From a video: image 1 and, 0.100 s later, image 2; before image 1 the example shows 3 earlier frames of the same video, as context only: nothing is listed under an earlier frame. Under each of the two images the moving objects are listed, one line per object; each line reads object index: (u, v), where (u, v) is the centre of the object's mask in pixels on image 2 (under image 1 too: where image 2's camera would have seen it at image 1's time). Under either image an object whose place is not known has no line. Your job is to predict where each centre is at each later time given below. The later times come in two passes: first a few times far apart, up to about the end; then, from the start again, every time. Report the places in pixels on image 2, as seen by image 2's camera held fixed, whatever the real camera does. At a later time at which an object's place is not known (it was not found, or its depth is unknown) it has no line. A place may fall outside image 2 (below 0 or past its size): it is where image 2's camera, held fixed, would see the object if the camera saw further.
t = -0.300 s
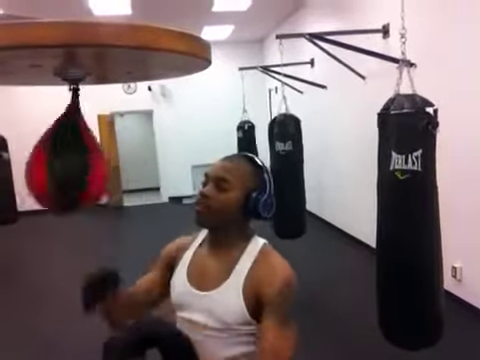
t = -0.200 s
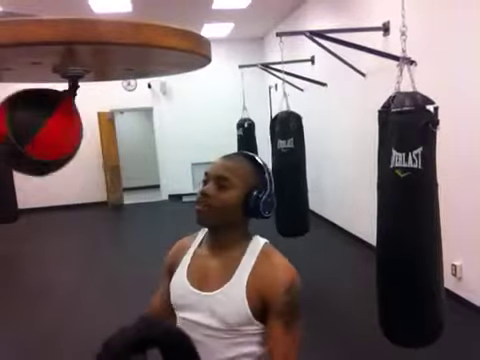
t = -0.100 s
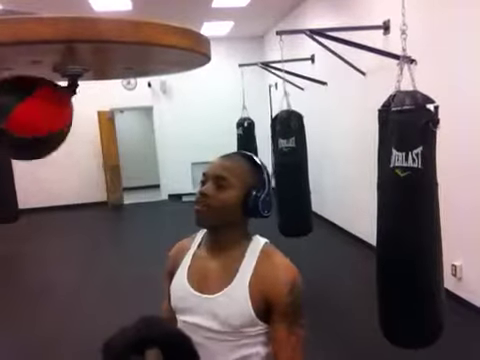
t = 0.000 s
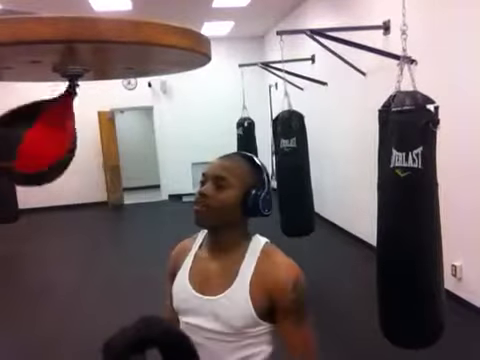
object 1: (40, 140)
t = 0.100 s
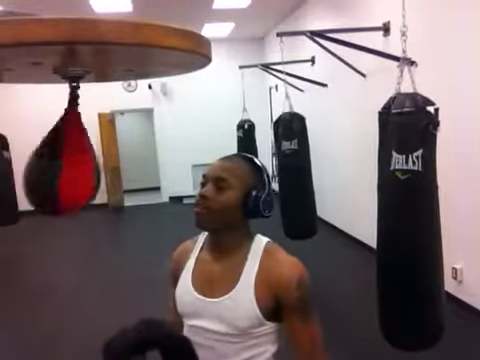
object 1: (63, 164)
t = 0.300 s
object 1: (109, 130)
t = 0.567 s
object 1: (106, 147)
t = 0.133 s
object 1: (74, 166)
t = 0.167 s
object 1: (85, 162)
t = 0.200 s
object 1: (94, 156)
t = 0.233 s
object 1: (101, 148)
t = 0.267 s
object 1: (106, 138)
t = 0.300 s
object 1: (109, 130)
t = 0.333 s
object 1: (112, 124)
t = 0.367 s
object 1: (113, 120)
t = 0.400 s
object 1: (114, 118)
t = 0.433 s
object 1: (114, 120)
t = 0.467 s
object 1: (114, 125)
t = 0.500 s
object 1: (113, 131)
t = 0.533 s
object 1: (110, 139)
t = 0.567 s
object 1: (106, 147)
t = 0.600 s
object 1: (100, 156)
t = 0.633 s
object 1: (91, 162)
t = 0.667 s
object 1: (81, 164)
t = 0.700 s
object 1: (68, 163)
